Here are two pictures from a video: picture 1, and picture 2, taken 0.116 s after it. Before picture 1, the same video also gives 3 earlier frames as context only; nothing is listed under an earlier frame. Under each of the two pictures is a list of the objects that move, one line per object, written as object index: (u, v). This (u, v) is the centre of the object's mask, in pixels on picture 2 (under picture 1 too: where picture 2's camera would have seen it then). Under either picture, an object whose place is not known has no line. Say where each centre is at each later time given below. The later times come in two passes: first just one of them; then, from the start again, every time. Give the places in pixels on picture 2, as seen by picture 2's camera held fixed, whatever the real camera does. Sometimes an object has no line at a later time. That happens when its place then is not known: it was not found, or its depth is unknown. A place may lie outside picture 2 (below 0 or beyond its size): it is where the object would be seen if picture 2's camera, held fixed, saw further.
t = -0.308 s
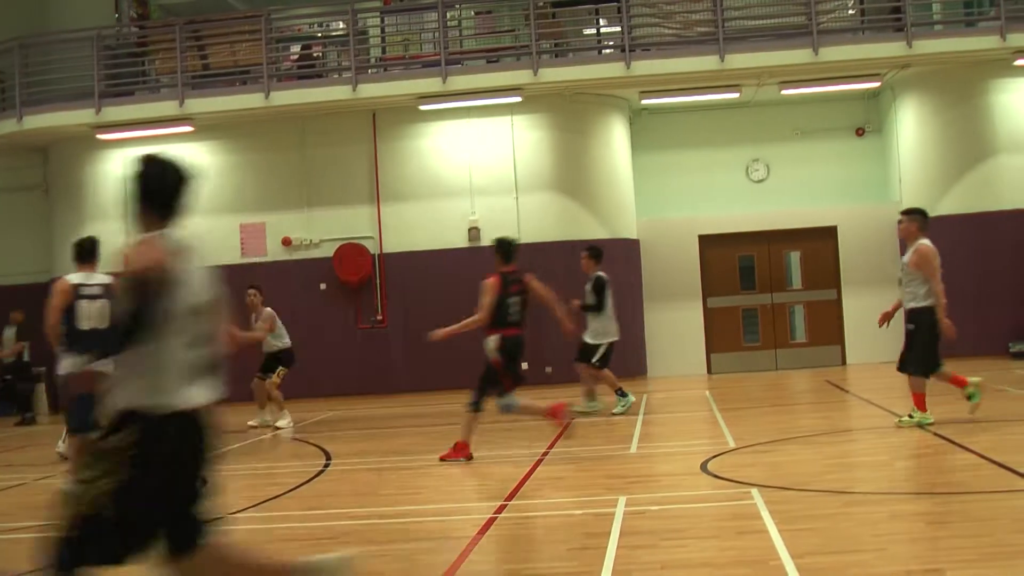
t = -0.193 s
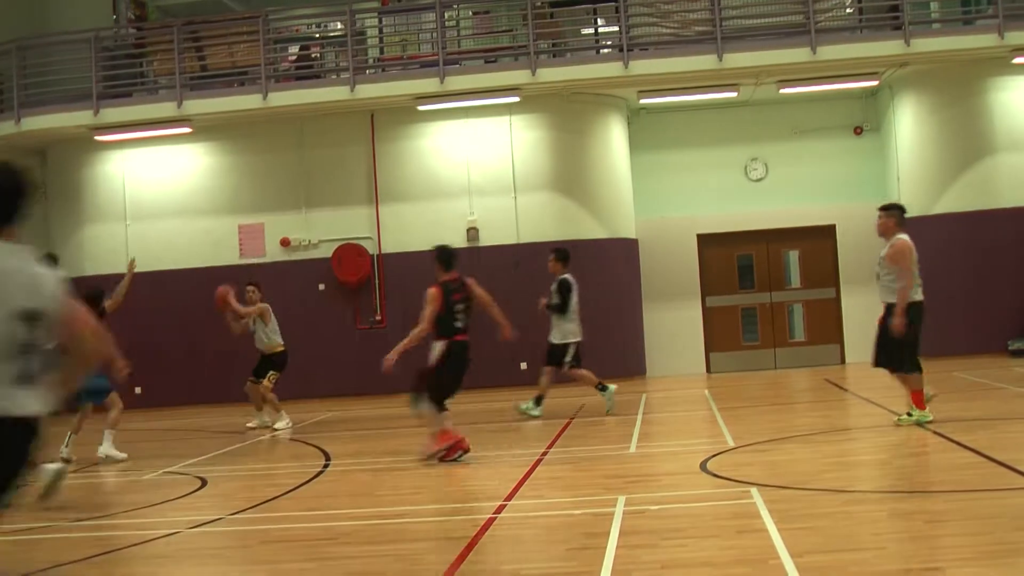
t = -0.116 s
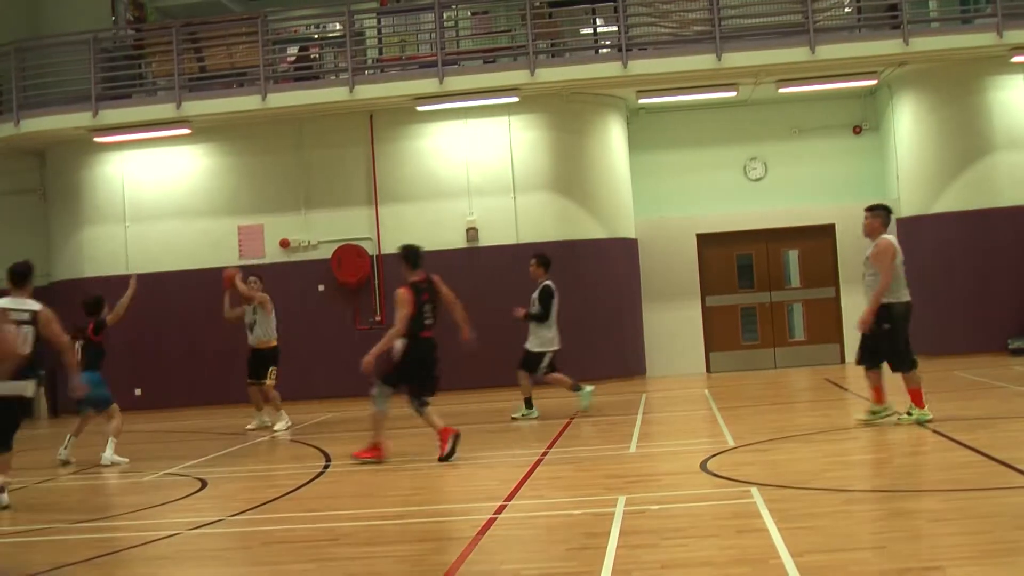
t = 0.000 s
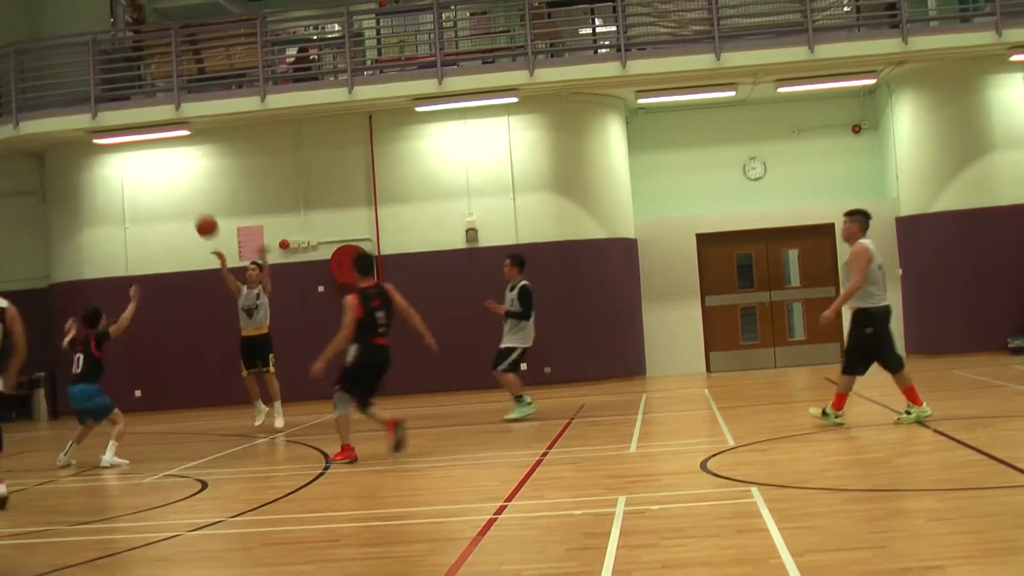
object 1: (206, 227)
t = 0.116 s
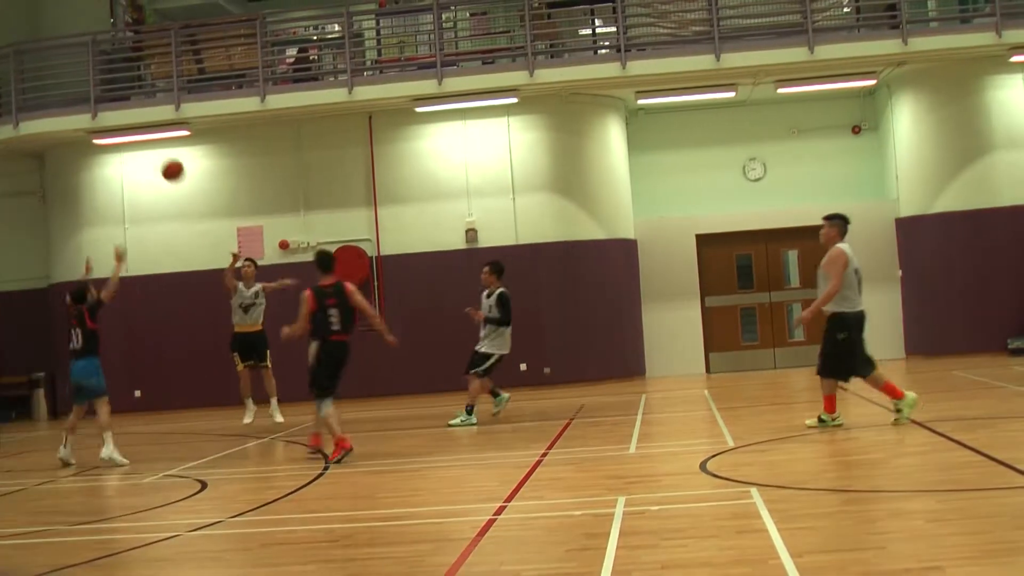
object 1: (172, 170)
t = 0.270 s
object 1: (120, 102)
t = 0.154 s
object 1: (160, 152)
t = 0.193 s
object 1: (146, 135)
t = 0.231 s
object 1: (133, 118)
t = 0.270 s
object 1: (120, 102)
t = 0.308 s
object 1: (107, 87)
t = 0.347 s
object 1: (90, 73)
